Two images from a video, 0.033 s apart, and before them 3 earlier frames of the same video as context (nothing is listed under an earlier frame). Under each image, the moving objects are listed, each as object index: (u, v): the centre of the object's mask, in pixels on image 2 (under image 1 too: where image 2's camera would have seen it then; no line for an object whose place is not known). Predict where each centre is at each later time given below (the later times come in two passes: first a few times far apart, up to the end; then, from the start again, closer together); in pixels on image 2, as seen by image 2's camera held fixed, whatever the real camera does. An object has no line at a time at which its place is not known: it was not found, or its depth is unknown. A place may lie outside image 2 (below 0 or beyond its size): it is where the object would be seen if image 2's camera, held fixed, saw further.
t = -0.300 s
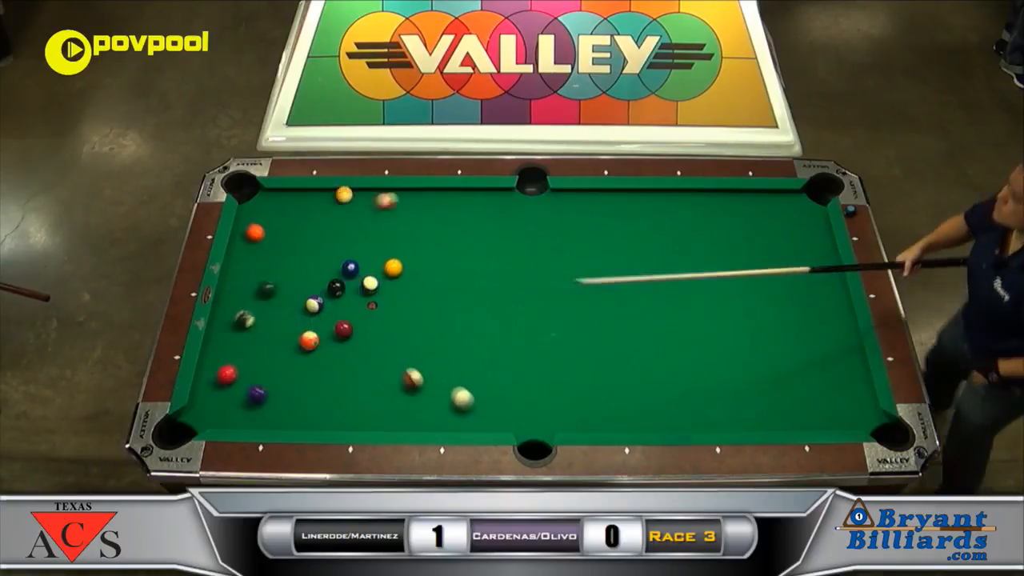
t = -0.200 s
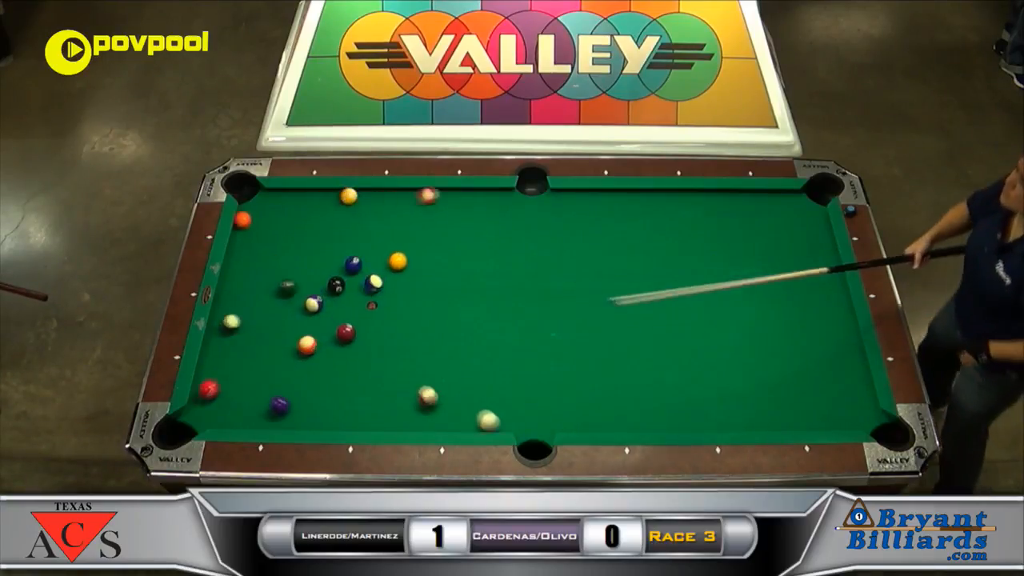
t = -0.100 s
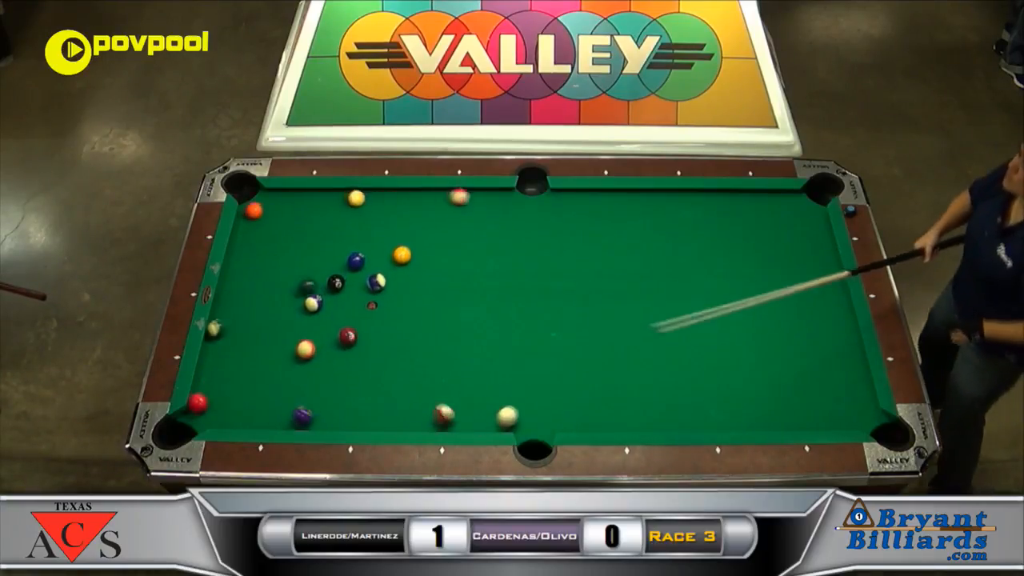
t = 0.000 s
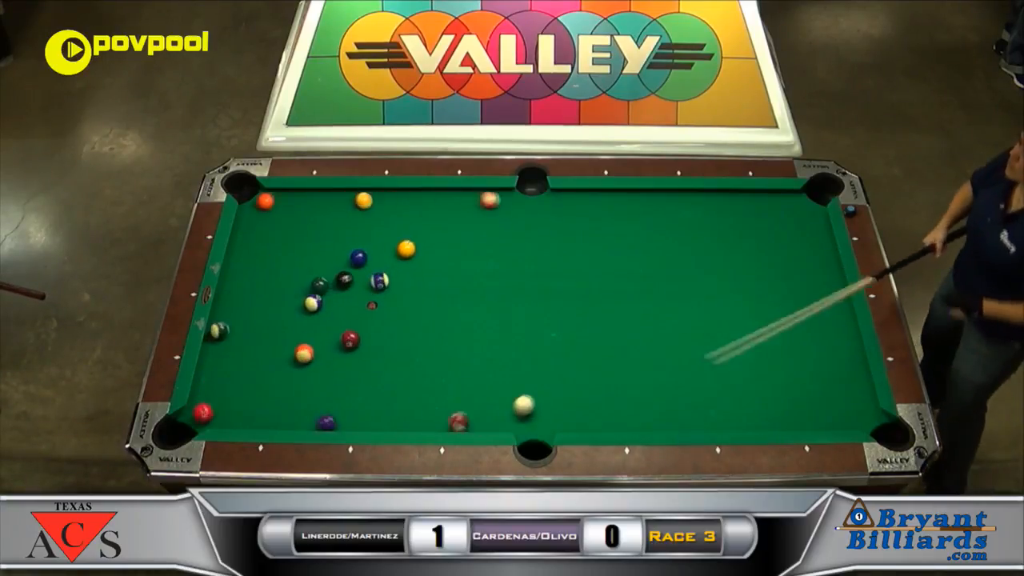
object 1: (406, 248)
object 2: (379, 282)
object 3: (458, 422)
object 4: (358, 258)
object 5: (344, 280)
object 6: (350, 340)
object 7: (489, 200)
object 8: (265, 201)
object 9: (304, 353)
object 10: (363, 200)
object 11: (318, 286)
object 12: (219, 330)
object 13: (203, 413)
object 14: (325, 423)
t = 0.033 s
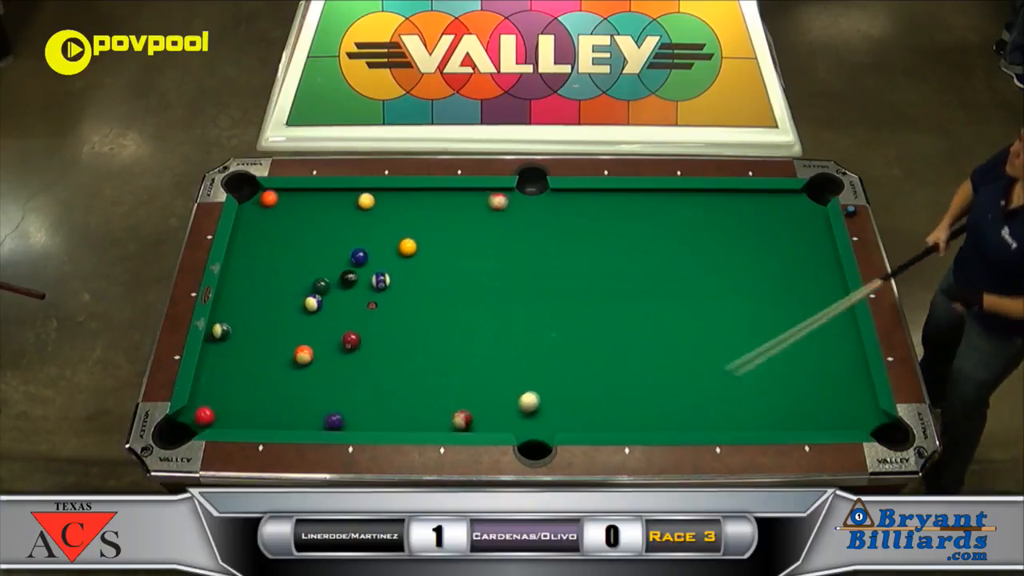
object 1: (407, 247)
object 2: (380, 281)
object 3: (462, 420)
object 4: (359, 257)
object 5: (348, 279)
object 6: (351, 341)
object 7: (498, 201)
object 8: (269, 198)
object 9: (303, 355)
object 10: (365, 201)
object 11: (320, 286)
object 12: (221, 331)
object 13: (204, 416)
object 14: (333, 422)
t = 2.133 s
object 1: (454, 203)
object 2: (446, 286)
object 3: (646, 267)
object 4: (379, 230)
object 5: (492, 236)
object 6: (373, 361)
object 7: (715, 286)
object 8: (416, 275)
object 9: (294, 384)
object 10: (476, 210)
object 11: (368, 292)
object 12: (306, 350)
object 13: (270, 342)
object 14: (733, 309)
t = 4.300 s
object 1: (455, 204)
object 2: (483, 302)
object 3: (716, 208)
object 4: (379, 230)
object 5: (523, 236)
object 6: (373, 361)
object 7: (503, 362)
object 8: (418, 276)
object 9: (294, 384)
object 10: (491, 207)
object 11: (368, 292)
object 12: (308, 349)
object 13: (278, 334)
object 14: (761, 254)
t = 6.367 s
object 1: (455, 204)
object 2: (483, 302)
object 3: (720, 206)
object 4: (379, 230)
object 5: (523, 236)
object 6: (373, 361)
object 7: (409, 390)
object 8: (418, 276)
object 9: (294, 383)
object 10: (491, 207)
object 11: (368, 292)
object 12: (308, 349)
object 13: (278, 334)
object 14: (729, 246)
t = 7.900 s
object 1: (455, 204)
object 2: (483, 302)
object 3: (720, 206)
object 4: (379, 230)
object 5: (523, 236)
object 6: (373, 361)
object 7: (407, 391)
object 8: (418, 276)
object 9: (294, 384)
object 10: (491, 207)
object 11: (368, 292)
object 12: (308, 349)
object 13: (278, 334)
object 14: (729, 246)
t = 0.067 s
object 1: (409, 245)
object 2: (381, 281)
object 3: (466, 416)
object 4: (359, 256)
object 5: (351, 278)
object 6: (351, 341)
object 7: (509, 202)
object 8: (272, 195)
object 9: (303, 356)
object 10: (367, 201)
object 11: (322, 286)
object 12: (223, 331)
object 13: (206, 419)
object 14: (341, 420)
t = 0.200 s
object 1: (414, 238)
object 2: (385, 280)
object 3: (482, 403)
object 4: (363, 252)
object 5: (366, 273)
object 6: (354, 345)
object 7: (548, 207)
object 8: (284, 200)
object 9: (301, 361)
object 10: (377, 204)
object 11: (327, 289)
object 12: (231, 332)
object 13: (212, 417)
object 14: (373, 413)
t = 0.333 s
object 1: (419, 231)
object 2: (389, 280)
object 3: (497, 390)
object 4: (366, 248)
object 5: (379, 267)
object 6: (357, 349)
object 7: (585, 212)
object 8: (296, 207)
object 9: (299, 365)
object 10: (387, 206)
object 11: (332, 290)
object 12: (241, 336)
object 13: (218, 409)
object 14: (403, 405)
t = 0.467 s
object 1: (423, 224)
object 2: (395, 279)
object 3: (511, 380)
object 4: (368, 245)
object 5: (390, 261)
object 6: (359, 352)
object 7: (623, 217)
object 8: (308, 213)
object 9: (297, 369)
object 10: (395, 209)
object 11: (337, 291)
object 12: (248, 337)
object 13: (224, 401)
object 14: (432, 397)
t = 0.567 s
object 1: (427, 220)
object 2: (400, 280)
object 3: (522, 371)
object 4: (369, 243)
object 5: (398, 257)
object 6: (362, 354)
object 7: (653, 220)
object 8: (317, 218)
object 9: (296, 372)
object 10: (402, 211)
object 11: (341, 292)
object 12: (253, 338)
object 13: (228, 396)
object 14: (454, 391)
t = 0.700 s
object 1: (432, 214)
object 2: (405, 280)
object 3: (536, 359)
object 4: (371, 240)
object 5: (408, 252)
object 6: (364, 355)
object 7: (689, 225)
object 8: (328, 225)
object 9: (295, 375)
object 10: (411, 214)
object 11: (345, 292)
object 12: (260, 340)
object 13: (233, 389)
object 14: (483, 383)
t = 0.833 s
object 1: (436, 209)
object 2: (409, 280)
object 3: (549, 348)
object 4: (373, 238)
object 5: (417, 247)
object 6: (366, 357)
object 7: (727, 230)
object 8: (340, 231)
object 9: (294, 377)
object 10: (419, 216)
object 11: (349, 293)
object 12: (266, 342)
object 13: (238, 383)
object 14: (510, 375)
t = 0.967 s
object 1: (440, 204)
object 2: (413, 279)
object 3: (561, 337)
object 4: (375, 236)
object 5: (426, 242)
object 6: (368, 358)
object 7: (762, 235)
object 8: (351, 237)
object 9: (294, 380)
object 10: (428, 218)
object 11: (352, 294)
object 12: (273, 343)
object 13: (242, 377)
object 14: (537, 368)
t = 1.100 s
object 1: (443, 199)
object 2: (416, 279)
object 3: (572, 329)
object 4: (377, 234)
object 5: (435, 238)
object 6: (370, 359)
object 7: (798, 240)
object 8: (362, 244)
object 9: (293, 381)
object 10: (435, 220)
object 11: (356, 294)
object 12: (277, 345)
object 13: (246, 371)
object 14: (563, 360)
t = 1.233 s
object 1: (447, 195)
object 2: (420, 278)
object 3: (584, 318)
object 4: (378, 232)
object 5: (443, 236)
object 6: (371, 360)
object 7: (825, 244)
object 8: (373, 250)
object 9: (294, 382)
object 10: (442, 220)
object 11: (359, 294)
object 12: (282, 347)
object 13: (250, 366)
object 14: (588, 353)
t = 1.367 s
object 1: (449, 195)
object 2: (422, 278)
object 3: (594, 310)
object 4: (378, 232)
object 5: (452, 236)
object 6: (372, 361)
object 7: (808, 251)
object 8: (384, 256)
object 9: (294, 383)
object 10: (448, 218)
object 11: (362, 293)
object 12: (287, 347)
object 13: (254, 361)
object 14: (612, 346)
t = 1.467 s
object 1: (450, 196)
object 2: (424, 278)
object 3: (603, 304)
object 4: (379, 231)
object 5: (458, 235)
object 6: (373, 361)
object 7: (796, 256)
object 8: (392, 260)
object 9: (294, 383)
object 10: (452, 217)
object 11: (363, 293)
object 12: (291, 347)
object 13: (256, 358)
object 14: (630, 341)
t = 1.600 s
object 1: (451, 198)
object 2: (426, 278)
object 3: (612, 295)
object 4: (379, 231)
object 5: (466, 236)
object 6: (373, 361)
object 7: (779, 262)
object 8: (402, 265)
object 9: (294, 384)
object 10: (458, 215)
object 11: (365, 293)
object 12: (295, 348)
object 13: (259, 354)
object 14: (652, 334)
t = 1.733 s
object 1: (452, 200)
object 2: (428, 278)
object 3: (621, 288)
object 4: (379, 230)
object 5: (473, 235)
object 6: (373, 361)
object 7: (763, 268)
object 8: (411, 271)
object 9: (294, 384)
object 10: (463, 214)
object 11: (367, 293)
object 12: (299, 348)
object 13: (263, 350)
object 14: (673, 327)
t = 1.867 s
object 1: (453, 201)
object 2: (434, 281)
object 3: (630, 280)
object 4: (379, 230)
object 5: (480, 236)
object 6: (373, 361)
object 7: (747, 274)
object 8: (413, 272)
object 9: (294, 384)
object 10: (468, 212)
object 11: (367, 292)
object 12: (302, 349)
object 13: (265, 347)
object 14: (694, 321)
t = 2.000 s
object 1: (454, 202)
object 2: (440, 283)
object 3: (639, 274)
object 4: (379, 230)
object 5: (486, 236)
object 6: (373, 361)
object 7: (731, 280)
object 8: (414, 274)
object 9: (294, 384)
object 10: (471, 211)
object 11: (368, 292)
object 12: (304, 349)
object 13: (268, 344)
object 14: (713, 315)
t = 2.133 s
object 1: (454, 203)
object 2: (446, 286)
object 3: (646, 267)
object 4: (379, 230)
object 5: (492, 236)
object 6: (373, 361)
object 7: (715, 286)
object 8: (416, 275)
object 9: (294, 384)
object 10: (476, 210)
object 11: (368, 292)
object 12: (306, 350)
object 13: (270, 342)
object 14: (733, 309)
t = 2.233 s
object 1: (454, 203)
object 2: (450, 287)
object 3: (652, 262)
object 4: (379, 230)
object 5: (496, 236)
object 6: (373, 361)
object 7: (704, 290)
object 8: (416, 275)
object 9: (294, 384)
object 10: (478, 209)
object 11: (368, 292)
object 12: (307, 350)
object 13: (271, 340)
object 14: (746, 305)
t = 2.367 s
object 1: (455, 204)
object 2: (456, 290)
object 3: (658, 257)
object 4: (379, 230)
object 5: (501, 235)
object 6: (373, 361)
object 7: (689, 297)
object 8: (418, 276)
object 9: (294, 384)
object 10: (481, 208)
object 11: (368, 292)
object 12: (309, 350)
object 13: (273, 338)
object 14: (764, 299)
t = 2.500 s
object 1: (455, 204)
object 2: (460, 292)
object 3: (666, 251)
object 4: (379, 230)
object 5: (505, 235)
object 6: (373, 361)
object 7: (674, 302)
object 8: (418, 276)
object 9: (294, 384)
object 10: (483, 207)
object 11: (368, 292)
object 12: (309, 350)
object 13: (275, 336)
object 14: (781, 294)
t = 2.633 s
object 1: (455, 204)
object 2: (464, 294)
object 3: (672, 246)
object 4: (379, 231)
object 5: (509, 235)
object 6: (373, 361)
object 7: (660, 308)
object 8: (418, 276)
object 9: (294, 384)
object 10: (485, 207)
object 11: (368, 292)
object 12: (309, 349)
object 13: (276, 335)
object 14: (796, 289)
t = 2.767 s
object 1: (455, 203)
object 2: (468, 296)
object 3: (677, 242)
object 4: (379, 231)
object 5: (512, 235)
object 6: (373, 361)
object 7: (644, 313)
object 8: (418, 276)
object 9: (294, 384)
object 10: (487, 206)
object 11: (368, 292)
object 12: (309, 349)
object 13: (277, 334)
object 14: (812, 284)
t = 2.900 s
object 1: (455, 203)
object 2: (471, 297)
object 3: (683, 236)
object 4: (379, 231)
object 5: (515, 235)
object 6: (373, 361)
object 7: (630, 318)
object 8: (418, 276)
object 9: (294, 384)
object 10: (489, 206)
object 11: (368, 292)
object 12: (308, 349)
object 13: (277, 334)
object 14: (826, 279)
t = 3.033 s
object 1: (455, 203)
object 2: (474, 298)
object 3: (688, 232)
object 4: (379, 231)
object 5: (518, 235)
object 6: (373, 361)
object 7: (616, 323)
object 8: (418, 276)
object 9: (294, 384)
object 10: (490, 207)
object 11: (368, 292)
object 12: (308, 349)
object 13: (278, 334)
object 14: (835, 276)
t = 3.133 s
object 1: (455, 203)
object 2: (476, 299)
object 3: (691, 230)
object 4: (379, 231)
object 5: (519, 236)
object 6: (373, 361)
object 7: (606, 327)
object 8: (418, 276)
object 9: (294, 384)
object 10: (491, 207)
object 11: (368, 292)
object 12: (308, 349)
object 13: (278, 334)
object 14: (827, 273)
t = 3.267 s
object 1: (455, 203)
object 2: (478, 300)
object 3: (695, 226)
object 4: (379, 231)
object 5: (521, 235)
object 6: (373, 361)
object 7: (592, 331)
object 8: (418, 276)
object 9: (294, 384)
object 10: (491, 207)
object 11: (368, 292)
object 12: (308, 349)
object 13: (278, 334)
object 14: (817, 271)
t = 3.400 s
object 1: (455, 203)
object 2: (480, 301)
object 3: (700, 222)
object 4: (379, 230)
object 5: (522, 236)
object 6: (373, 361)
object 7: (580, 336)
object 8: (418, 276)
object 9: (294, 384)
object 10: (492, 207)
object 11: (368, 292)
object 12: (308, 349)
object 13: (278, 334)
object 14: (809, 268)
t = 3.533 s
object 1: (455, 204)
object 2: (481, 302)
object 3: (704, 220)
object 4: (379, 230)
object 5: (523, 236)
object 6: (373, 361)
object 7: (566, 340)
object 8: (418, 276)
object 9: (294, 384)
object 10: (491, 207)
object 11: (368, 292)
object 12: (308, 349)
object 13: (278, 334)
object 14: (801, 266)
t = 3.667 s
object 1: (455, 204)
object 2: (482, 302)
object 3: (707, 217)
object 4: (379, 230)
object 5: (523, 236)
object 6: (373, 361)
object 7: (555, 344)
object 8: (418, 276)
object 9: (294, 384)
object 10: (491, 207)
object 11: (368, 292)
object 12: (308, 349)
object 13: (278, 334)
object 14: (793, 264)
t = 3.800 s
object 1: (455, 204)
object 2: (483, 302)
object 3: (709, 215)
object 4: (379, 230)
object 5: (523, 236)
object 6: (373, 361)
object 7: (542, 348)
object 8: (418, 276)
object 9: (294, 383)
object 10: (491, 207)
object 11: (368, 292)
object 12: (308, 349)
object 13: (278, 334)
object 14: (785, 262)
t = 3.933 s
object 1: (455, 204)
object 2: (483, 302)
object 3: (711, 213)
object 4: (379, 230)
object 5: (523, 236)
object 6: (373, 361)
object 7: (531, 352)
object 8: (418, 276)
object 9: (294, 384)
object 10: (491, 207)
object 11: (368, 292)
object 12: (308, 349)
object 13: (278, 334)
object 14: (778, 259)
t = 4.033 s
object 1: (455, 204)
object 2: (483, 302)
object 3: (713, 211)
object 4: (379, 230)
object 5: (523, 236)
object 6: (373, 361)
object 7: (523, 355)
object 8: (418, 276)
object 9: (294, 383)
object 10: (491, 207)
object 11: (368, 292)
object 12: (308, 349)
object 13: (278, 334)
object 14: (774, 258)
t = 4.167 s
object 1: (455, 204)
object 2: (483, 302)
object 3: (715, 209)
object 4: (379, 230)
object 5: (523, 236)
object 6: (373, 361)
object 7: (512, 359)
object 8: (418, 276)
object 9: (294, 383)
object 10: (491, 207)
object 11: (368, 292)
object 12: (308, 349)
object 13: (278, 334)
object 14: (767, 256)
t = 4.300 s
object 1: (455, 204)
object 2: (483, 302)
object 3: (716, 208)
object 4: (379, 230)
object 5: (523, 236)
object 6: (373, 361)
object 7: (503, 362)
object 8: (418, 276)
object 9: (294, 384)
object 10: (491, 207)
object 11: (368, 292)
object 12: (308, 349)
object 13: (278, 334)
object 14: (761, 254)
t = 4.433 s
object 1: (455, 204)
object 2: (483, 302)
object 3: (718, 207)
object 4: (379, 230)
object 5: (523, 236)
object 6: (373, 361)
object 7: (493, 365)
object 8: (418, 276)
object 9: (294, 383)
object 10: (491, 207)
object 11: (368, 292)
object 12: (308, 349)
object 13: (278, 334)
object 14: (756, 253)
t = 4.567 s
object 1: (455, 204)
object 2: (483, 302)
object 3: (719, 206)
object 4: (379, 230)
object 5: (523, 236)
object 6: (373, 361)
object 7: (483, 369)
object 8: (418, 276)
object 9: (294, 383)
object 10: (491, 207)
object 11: (368, 292)
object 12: (308, 349)
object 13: (278, 334)
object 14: (751, 252)
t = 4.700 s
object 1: (455, 204)
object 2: (483, 302)
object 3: (720, 206)
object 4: (379, 230)
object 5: (523, 236)
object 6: (373, 361)
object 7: (475, 372)
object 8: (418, 276)
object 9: (294, 383)
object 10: (491, 207)
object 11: (368, 292)
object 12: (308, 349)
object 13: (278, 334)
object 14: (747, 251)
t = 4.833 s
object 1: (455, 204)
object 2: (483, 302)
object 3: (720, 205)
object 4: (379, 230)
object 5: (523, 236)
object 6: (373, 361)
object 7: (467, 374)
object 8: (418, 276)
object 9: (294, 384)
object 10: (491, 207)
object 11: (368, 292)
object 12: (308, 349)
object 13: (278, 334)
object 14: (743, 250)
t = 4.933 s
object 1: (455, 204)
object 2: (483, 302)
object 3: (720, 205)
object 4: (379, 230)
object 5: (523, 236)
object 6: (373, 361)
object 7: (461, 376)
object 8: (418, 276)
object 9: (294, 383)
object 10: (491, 207)
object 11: (368, 292)
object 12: (308, 349)
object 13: (278, 334)
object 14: (741, 249)
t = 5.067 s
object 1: (455, 204)
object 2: (483, 302)
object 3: (720, 205)
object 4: (379, 230)
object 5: (523, 236)
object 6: (373, 361)
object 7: (453, 379)
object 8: (418, 276)
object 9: (294, 383)
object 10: (491, 207)
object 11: (368, 292)
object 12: (308, 349)
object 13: (278, 334)
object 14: (737, 248)
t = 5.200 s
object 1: (455, 204)
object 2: (483, 302)
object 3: (720, 206)
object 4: (379, 230)
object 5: (523, 236)
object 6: (373, 361)
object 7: (447, 381)
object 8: (418, 276)
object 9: (294, 384)
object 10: (491, 207)
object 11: (368, 292)
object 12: (308, 349)
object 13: (278, 334)
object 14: (735, 247)
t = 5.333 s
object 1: (455, 204)
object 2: (483, 302)
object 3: (720, 206)
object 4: (379, 230)
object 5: (523, 236)
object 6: (373, 361)
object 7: (440, 383)
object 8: (418, 276)
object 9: (294, 384)
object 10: (491, 207)
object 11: (368, 292)
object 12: (308, 349)
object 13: (278, 334)
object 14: (733, 246)
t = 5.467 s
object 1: (455, 204)
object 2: (483, 302)
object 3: (720, 206)
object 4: (379, 230)
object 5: (523, 236)
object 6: (373, 361)
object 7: (434, 384)
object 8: (418, 276)
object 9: (294, 383)
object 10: (491, 207)
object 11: (368, 292)
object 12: (308, 349)
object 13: (278, 334)
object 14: (731, 246)
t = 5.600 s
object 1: (455, 204)
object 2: (483, 302)
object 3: (720, 206)
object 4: (379, 230)
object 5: (523, 236)
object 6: (373, 361)
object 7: (429, 386)
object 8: (418, 276)
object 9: (294, 383)
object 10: (491, 207)
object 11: (368, 292)
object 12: (308, 349)
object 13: (278, 334)
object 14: (730, 246)
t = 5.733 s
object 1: (455, 204)
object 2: (483, 302)
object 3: (720, 206)
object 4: (379, 230)
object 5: (523, 236)
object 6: (373, 361)
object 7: (424, 387)
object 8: (418, 276)
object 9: (294, 384)
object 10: (491, 207)
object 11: (368, 292)
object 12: (308, 349)
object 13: (278, 334)
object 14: (729, 246)
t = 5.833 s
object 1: (455, 204)
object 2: (483, 302)
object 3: (720, 206)
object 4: (379, 230)
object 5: (523, 236)
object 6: (373, 361)
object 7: (421, 388)
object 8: (418, 276)
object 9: (294, 384)
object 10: (491, 207)
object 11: (368, 292)
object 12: (308, 349)
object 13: (278, 334)
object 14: (729, 246)
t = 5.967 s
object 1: (455, 204)
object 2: (483, 302)
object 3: (720, 206)
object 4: (379, 230)
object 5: (523, 236)
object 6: (373, 361)
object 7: (417, 388)
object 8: (418, 276)
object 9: (294, 384)
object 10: (491, 207)
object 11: (368, 292)
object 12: (308, 349)
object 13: (278, 334)
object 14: (729, 246)
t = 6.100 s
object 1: (455, 204)
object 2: (483, 302)
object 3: (719, 206)
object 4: (379, 230)
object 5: (523, 236)
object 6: (373, 361)
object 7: (414, 389)
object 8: (418, 276)
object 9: (294, 384)
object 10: (491, 207)
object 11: (368, 292)
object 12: (308, 349)
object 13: (278, 334)
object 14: (729, 246)
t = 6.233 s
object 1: (455, 204)
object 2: (483, 302)
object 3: (719, 206)
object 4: (379, 230)
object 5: (523, 236)
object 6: (373, 361)
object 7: (412, 389)
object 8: (418, 276)
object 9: (294, 384)
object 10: (491, 207)
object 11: (368, 292)
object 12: (308, 349)
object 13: (278, 334)
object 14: (729, 246)
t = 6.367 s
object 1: (455, 204)
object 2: (483, 302)
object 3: (720, 206)
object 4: (379, 230)
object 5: (523, 236)
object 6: (373, 361)
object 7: (409, 390)
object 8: (418, 276)
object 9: (294, 383)
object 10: (491, 207)
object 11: (368, 292)
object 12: (308, 349)
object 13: (278, 334)
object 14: (729, 246)
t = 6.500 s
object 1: (455, 204)
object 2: (483, 302)
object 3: (720, 206)
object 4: (379, 230)
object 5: (523, 236)
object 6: (373, 361)
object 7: (408, 390)
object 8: (418, 276)
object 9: (294, 384)
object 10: (491, 207)
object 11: (368, 292)
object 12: (308, 349)
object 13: (278, 334)
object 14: (729, 246)
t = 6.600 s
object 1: (455, 204)
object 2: (483, 302)
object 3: (720, 206)
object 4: (379, 230)
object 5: (523, 236)
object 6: (373, 361)
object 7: (407, 390)
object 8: (418, 276)
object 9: (294, 384)
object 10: (491, 207)
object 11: (368, 292)
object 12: (308, 349)
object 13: (278, 334)
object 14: (729, 246)
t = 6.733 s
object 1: (455, 204)
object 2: (483, 302)
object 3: (720, 206)
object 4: (379, 230)
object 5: (523, 236)
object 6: (373, 361)
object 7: (407, 390)
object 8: (418, 276)
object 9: (294, 384)
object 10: (491, 207)
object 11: (368, 292)
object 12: (308, 349)
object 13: (278, 334)
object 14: (729, 246)
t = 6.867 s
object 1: (455, 204)
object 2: (483, 302)
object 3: (720, 206)
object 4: (379, 230)
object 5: (523, 236)
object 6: (373, 361)
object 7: (407, 390)
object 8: (418, 276)
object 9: (294, 384)
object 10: (491, 207)
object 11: (368, 292)
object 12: (308, 349)
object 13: (278, 334)
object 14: (729, 246)
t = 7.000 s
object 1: (455, 204)
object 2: (483, 302)
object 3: (720, 206)
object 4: (379, 230)
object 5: (523, 236)
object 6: (373, 361)
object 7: (407, 390)
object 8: (418, 276)
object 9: (294, 383)
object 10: (491, 207)
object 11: (368, 292)
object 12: (308, 349)
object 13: (278, 334)
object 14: (729, 246)
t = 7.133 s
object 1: (455, 204)
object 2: (483, 302)
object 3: (720, 206)
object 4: (379, 230)
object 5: (523, 236)
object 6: (373, 361)
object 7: (407, 390)
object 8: (418, 276)
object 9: (294, 383)
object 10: (491, 207)
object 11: (368, 292)
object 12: (308, 349)
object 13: (278, 334)
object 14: (729, 246)
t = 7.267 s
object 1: (455, 204)
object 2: (483, 302)
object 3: (720, 206)
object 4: (379, 230)
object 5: (523, 236)
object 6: (373, 361)
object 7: (407, 390)
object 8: (418, 276)
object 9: (294, 383)
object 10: (491, 207)
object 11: (368, 292)
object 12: (308, 349)
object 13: (278, 334)
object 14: (729, 246)
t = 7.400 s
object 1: (455, 204)
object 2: (483, 302)
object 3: (720, 206)
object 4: (379, 230)
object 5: (523, 236)
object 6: (373, 361)
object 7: (407, 391)
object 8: (418, 276)
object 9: (294, 383)
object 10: (491, 207)
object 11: (368, 292)
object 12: (308, 349)
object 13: (278, 334)
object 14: (729, 246)
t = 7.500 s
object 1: (455, 204)
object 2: (483, 302)
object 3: (720, 206)
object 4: (379, 230)
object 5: (523, 236)
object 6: (373, 361)
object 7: (407, 391)
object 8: (418, 276)
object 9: (294, 383)
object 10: (491, 207)
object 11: (368, 292)
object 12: (308, 349)
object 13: (278, 334)
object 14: (729, 246)
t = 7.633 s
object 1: (455, 204)
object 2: (483, 302)
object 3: (720, 206)
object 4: (379, 230)
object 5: (523, 236)
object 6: (373, 361)
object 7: (407, 391)
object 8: (418, 276)
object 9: (294, 383)
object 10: (491, 207)
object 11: (368, 292)
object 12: (308, 349)
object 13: (278, 334)
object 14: (729, 246)
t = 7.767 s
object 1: (455, 204)
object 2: (483, 302)
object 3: (720, 206)
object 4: (379, 230)
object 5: (523, 236)
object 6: (373, 361)
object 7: (407, 391)
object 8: (418, 276)
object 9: (294, 383)
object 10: (491, 207)
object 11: (368, 292)
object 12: (308, 349)
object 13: (278, 334)
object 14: (729, 246)
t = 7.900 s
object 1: (455, 204)
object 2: (483, 302)
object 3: (720, 206)
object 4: (379, 230)
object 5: (523, 236)
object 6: (373, 361)
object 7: (407, 391)
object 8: (418, 276)
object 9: (294, 384)
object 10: (491, 207)
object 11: (368, 292)
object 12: (308, 349)
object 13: (278, 334)
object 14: (729, 246)
